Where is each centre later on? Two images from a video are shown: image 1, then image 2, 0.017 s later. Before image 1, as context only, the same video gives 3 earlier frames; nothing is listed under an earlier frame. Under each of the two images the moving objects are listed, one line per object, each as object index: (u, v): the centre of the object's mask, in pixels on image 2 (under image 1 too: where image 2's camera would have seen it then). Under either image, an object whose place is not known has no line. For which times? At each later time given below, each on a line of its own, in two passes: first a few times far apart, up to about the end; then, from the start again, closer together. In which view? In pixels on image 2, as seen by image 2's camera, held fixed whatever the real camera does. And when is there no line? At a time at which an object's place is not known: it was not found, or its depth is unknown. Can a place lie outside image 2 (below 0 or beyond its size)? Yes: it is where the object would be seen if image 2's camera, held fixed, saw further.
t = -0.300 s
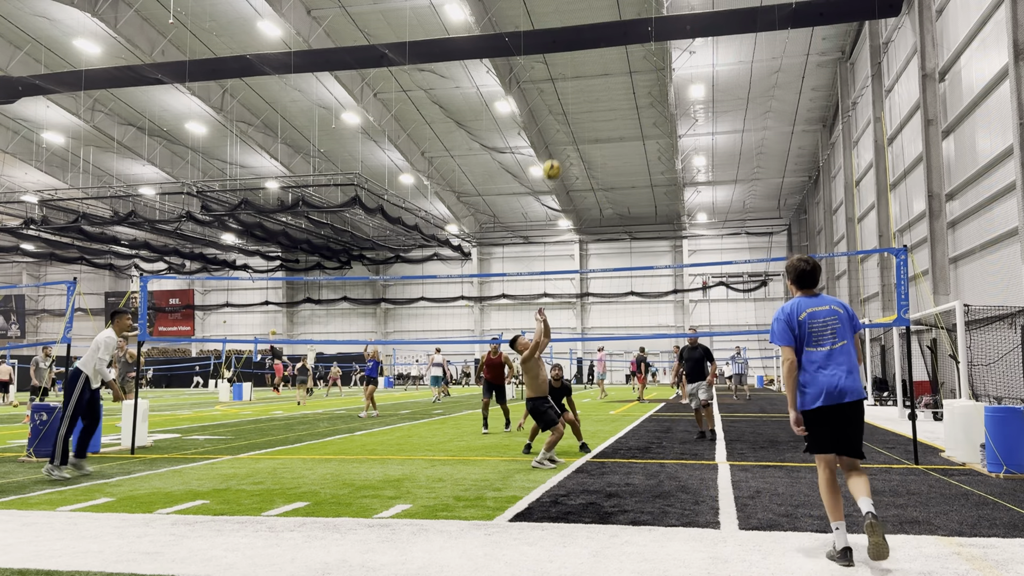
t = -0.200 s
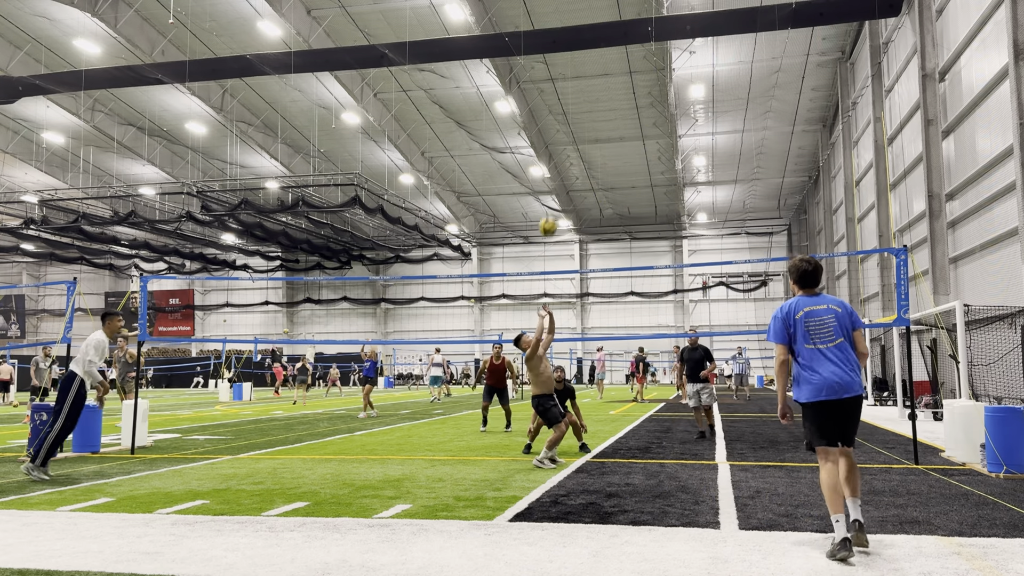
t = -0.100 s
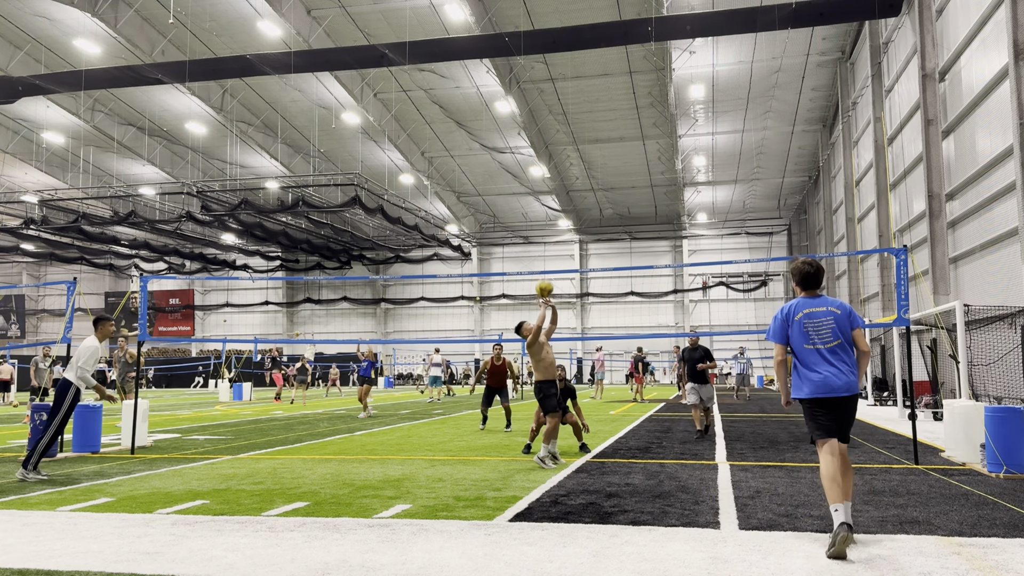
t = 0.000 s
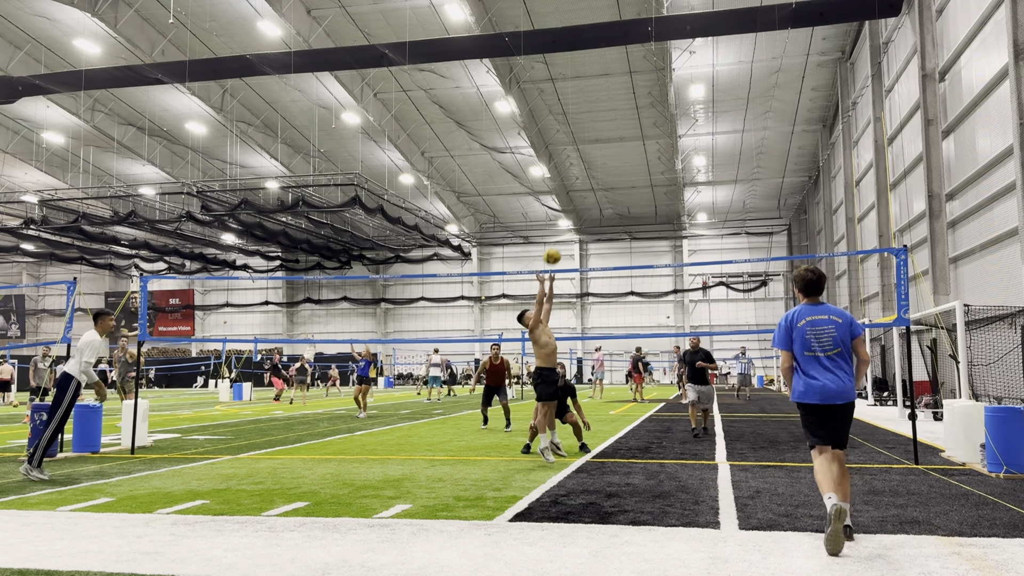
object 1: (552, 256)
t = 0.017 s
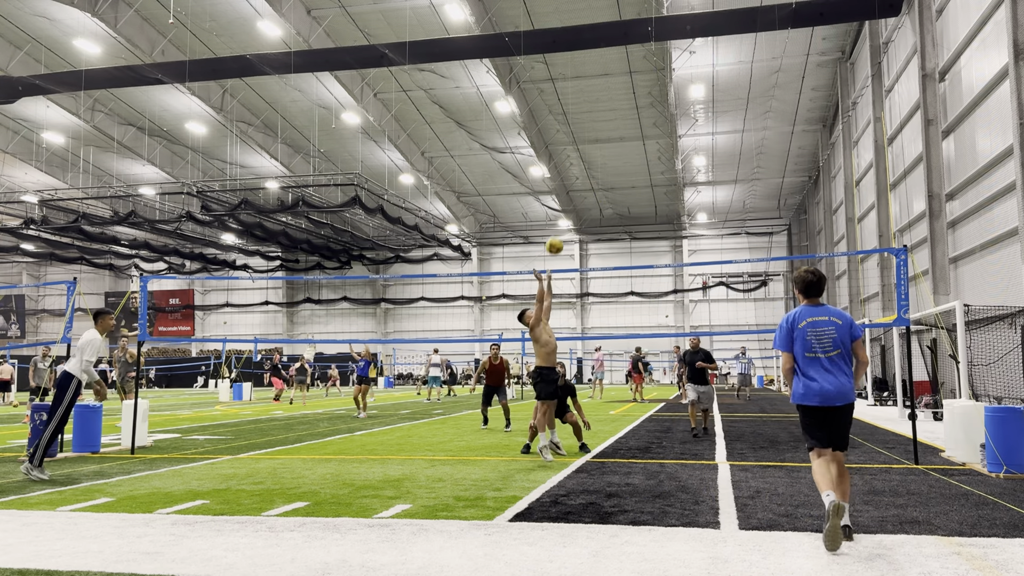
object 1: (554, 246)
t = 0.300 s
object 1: (598, 109)
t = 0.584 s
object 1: (642, 41)
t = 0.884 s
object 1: (692, 44)
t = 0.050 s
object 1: (559, 227)
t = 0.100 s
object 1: (566, 198)
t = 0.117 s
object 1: (569, 189)
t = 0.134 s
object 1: (572, 180)
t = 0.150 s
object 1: (574, 172)
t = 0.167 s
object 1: (577, 164)
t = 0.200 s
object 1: (583, 149)
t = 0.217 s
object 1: (585, 142)
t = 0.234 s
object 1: (587, 135)
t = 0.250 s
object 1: (590, 128)
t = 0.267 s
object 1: (593, 122)
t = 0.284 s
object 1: (595, 115)
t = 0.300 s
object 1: (598, 109)
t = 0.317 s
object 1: (600, 103)
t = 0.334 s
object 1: (603, 98)
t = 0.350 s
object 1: (605, 92)
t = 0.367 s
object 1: (608, 87)
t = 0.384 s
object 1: (611, 82)
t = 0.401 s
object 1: (613, 78)
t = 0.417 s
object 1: (616, 73)
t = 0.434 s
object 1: (618, 69)
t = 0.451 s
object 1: (621, 65)
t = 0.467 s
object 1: (624, 61)
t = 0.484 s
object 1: (626, 58)
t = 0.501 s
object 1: (629, 54)
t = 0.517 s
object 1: (632, 51)
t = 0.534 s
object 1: (634, 48)
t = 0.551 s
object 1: (637, 46)
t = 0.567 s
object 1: (640, 43)
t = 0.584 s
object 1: (642, 41)
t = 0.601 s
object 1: (645, 39)
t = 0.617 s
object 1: (648, 38)
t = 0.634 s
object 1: (650, 37)
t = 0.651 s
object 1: (653, 35)
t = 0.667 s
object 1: (655, 35)
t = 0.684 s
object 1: (658, 34)
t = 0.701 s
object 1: (661, 34)
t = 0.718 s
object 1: (664, 33)
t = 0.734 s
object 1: (667, 33)
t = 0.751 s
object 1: (670, 33)
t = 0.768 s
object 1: (672, 34)
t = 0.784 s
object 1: (675, 35)
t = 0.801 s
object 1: (678, 36)
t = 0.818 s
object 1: (681, 37)
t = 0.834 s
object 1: (684, 38)
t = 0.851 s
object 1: (687, 40)
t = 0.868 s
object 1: (689, 42)
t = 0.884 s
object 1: (692, 44)
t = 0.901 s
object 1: (695, 47)
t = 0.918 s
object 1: (698, 50)
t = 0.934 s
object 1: (701, 53)
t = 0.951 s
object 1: (703, 56)
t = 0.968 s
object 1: (707, 60)
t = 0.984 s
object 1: (710, 64)
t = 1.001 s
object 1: (713, 67)
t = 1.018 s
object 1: (715, 72)
